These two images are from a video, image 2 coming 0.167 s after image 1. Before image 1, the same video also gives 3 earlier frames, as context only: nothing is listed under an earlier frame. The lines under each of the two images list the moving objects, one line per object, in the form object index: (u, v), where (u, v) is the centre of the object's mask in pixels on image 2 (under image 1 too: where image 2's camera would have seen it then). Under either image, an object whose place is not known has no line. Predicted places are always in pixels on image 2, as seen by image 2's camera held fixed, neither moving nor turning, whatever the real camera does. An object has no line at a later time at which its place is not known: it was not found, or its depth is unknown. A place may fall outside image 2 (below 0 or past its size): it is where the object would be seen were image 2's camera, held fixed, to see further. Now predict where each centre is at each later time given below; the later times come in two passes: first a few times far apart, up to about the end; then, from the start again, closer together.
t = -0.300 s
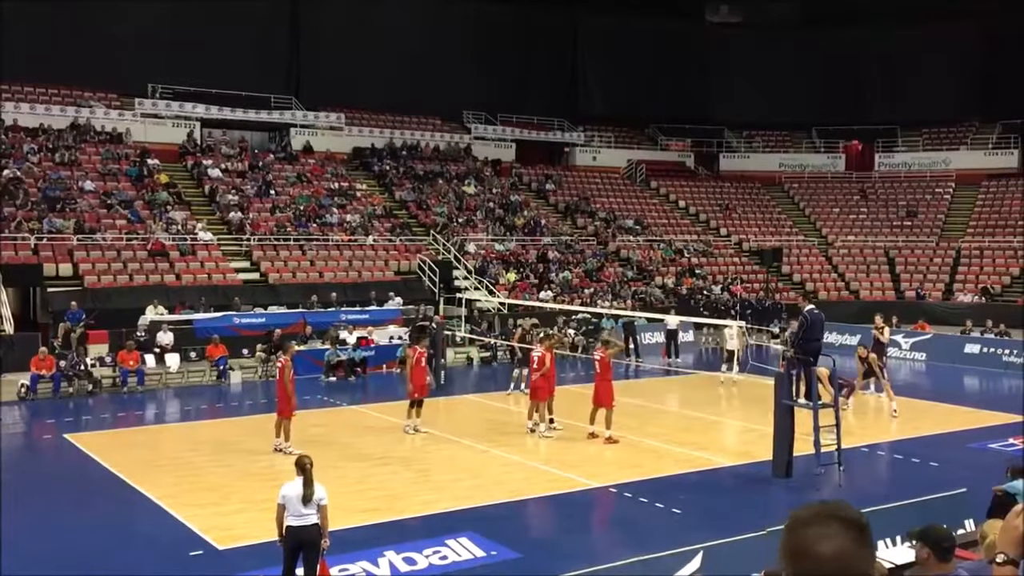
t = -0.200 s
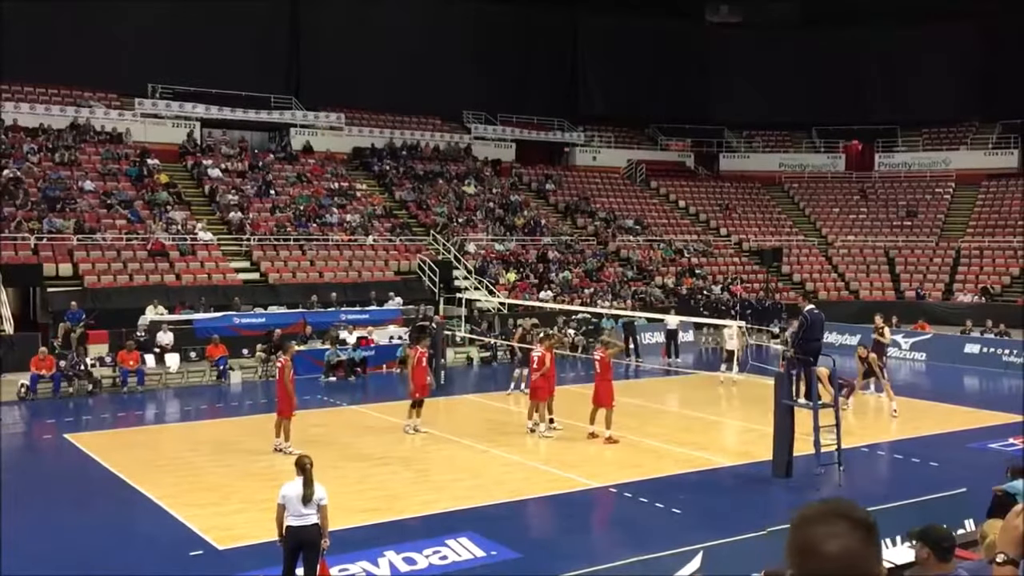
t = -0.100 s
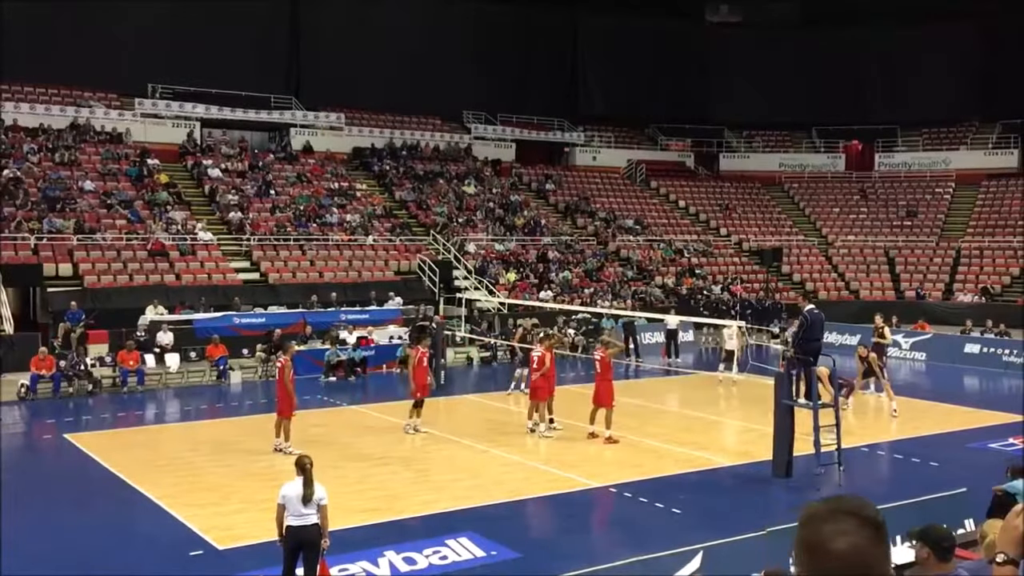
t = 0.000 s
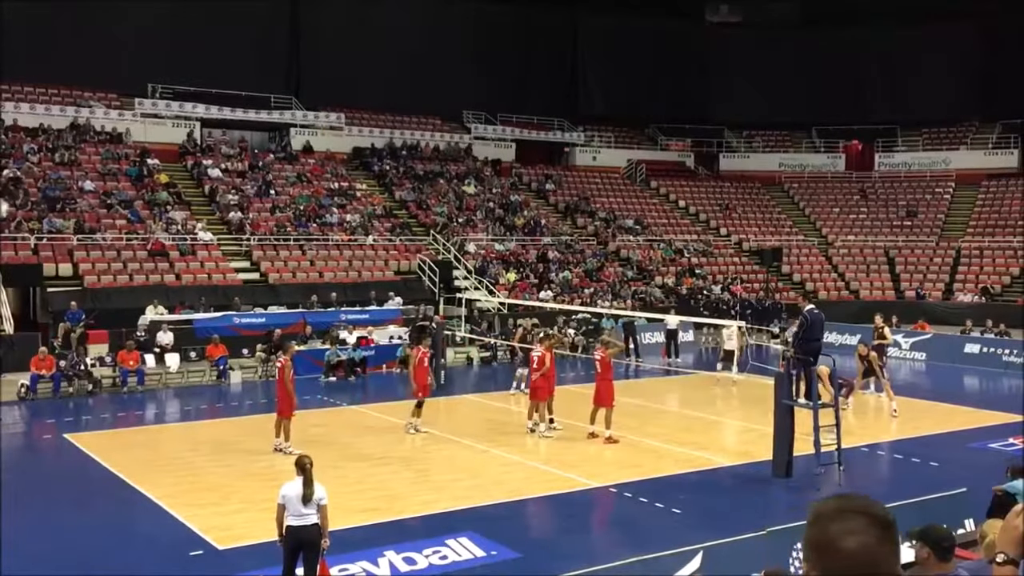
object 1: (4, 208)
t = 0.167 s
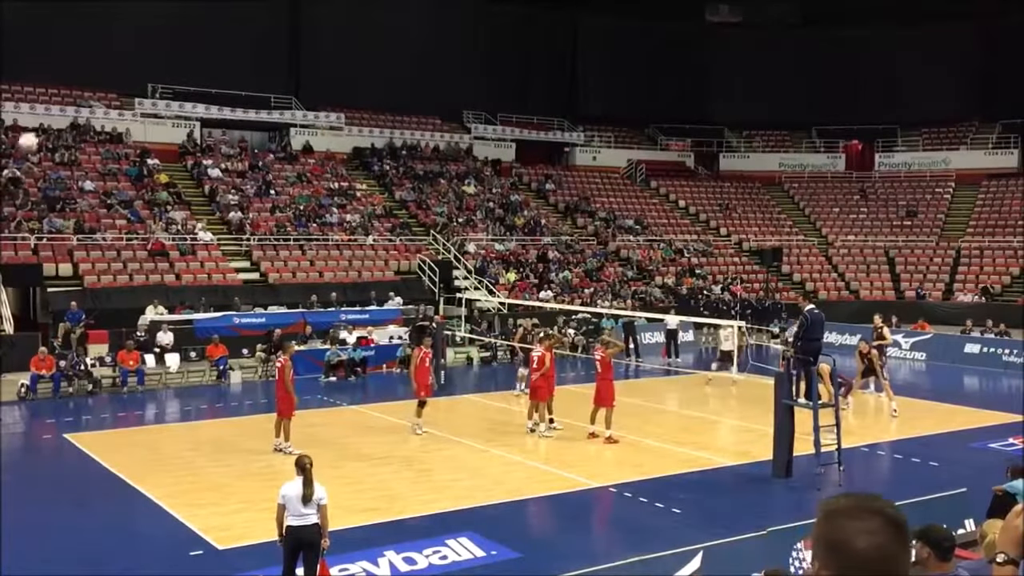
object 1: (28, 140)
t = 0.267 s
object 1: (45, 110)
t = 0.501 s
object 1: (86, 75)
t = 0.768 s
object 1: (132, 88)
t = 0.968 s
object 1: (166, 132)
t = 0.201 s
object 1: (33, 129)
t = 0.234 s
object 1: (40, 120)
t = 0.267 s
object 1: (45, 110)
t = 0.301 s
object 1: (51, 103)
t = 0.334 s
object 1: (57, 96)
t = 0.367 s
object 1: (64, 90)
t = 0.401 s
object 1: (69, 85)
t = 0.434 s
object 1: (75, 81)
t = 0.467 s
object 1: (81, 78)
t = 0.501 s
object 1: (86, 75)
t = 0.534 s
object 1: (92, 74)
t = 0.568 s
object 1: (98, 74)
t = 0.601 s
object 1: (104, 74)
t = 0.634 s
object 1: (110, 76)
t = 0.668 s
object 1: (115, 78)
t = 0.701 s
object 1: (121, 80)
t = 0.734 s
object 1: (127, 84)
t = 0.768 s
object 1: (132, 88)
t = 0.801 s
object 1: (138, 94)
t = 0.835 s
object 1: (143, 99)
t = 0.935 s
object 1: (161, 122)
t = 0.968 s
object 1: (166, 132)
